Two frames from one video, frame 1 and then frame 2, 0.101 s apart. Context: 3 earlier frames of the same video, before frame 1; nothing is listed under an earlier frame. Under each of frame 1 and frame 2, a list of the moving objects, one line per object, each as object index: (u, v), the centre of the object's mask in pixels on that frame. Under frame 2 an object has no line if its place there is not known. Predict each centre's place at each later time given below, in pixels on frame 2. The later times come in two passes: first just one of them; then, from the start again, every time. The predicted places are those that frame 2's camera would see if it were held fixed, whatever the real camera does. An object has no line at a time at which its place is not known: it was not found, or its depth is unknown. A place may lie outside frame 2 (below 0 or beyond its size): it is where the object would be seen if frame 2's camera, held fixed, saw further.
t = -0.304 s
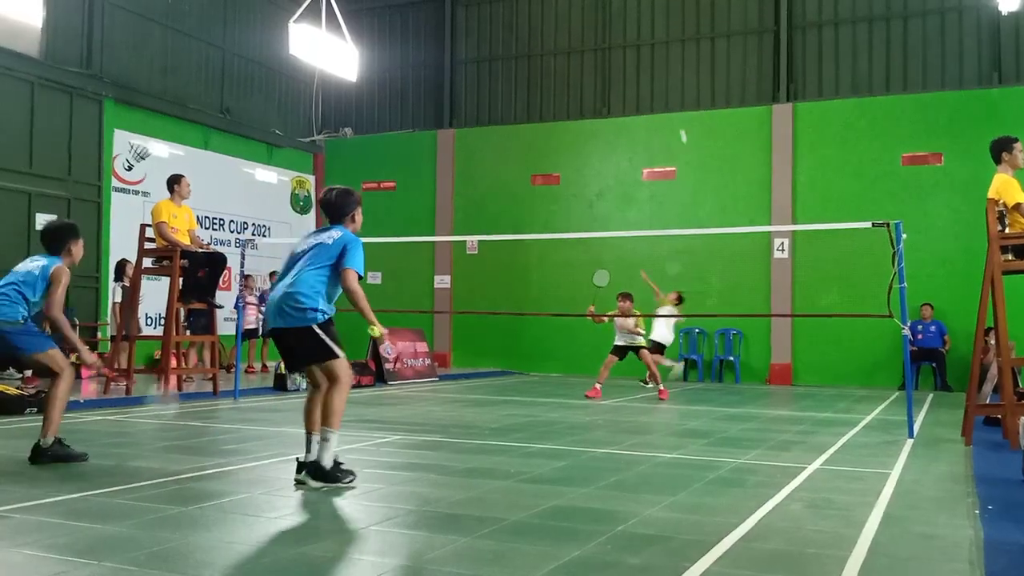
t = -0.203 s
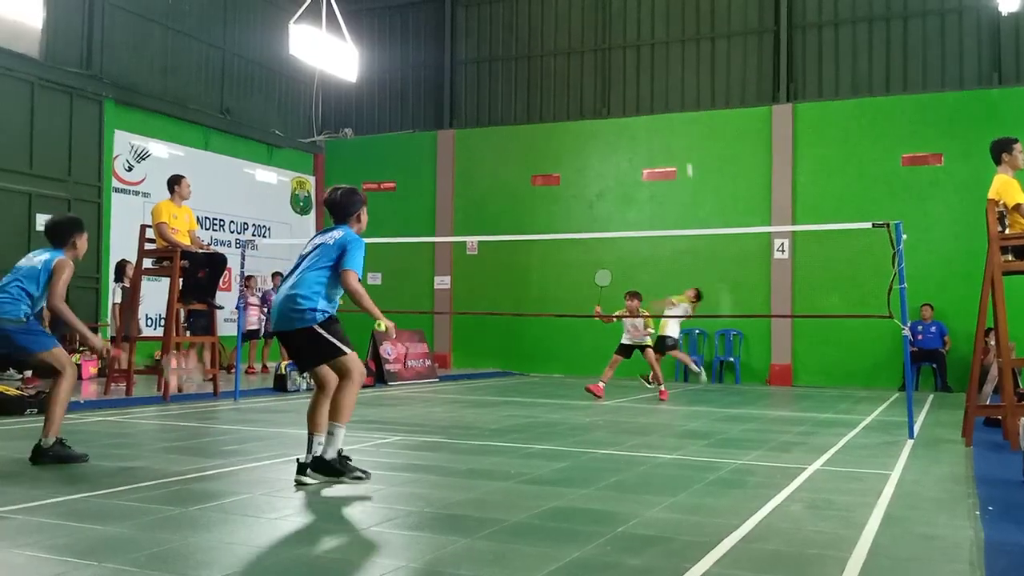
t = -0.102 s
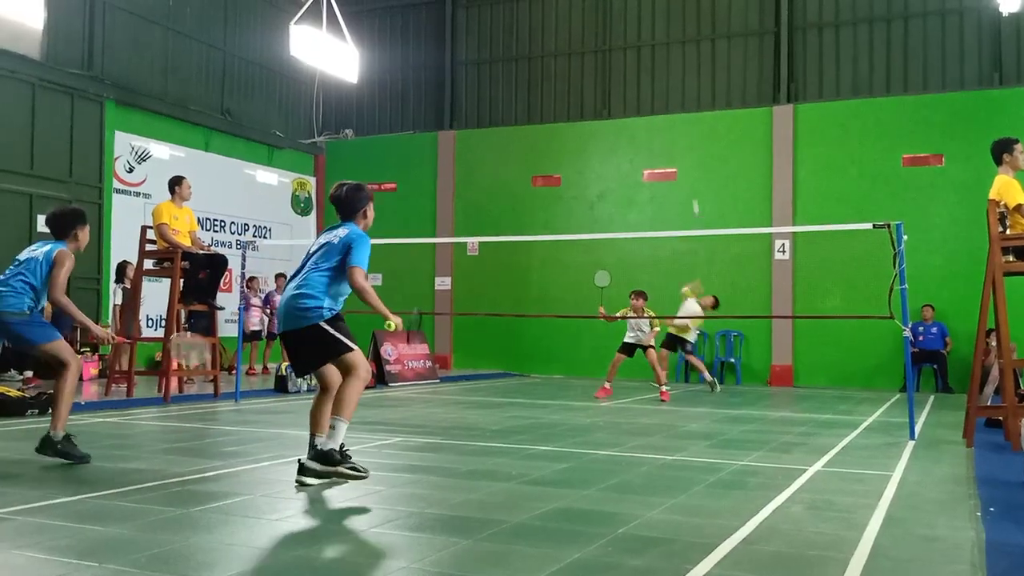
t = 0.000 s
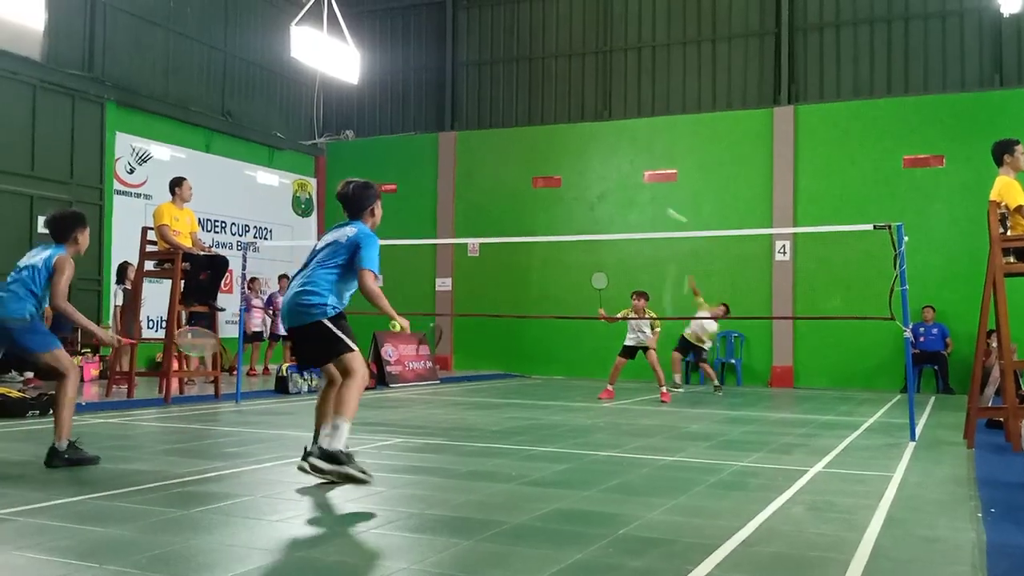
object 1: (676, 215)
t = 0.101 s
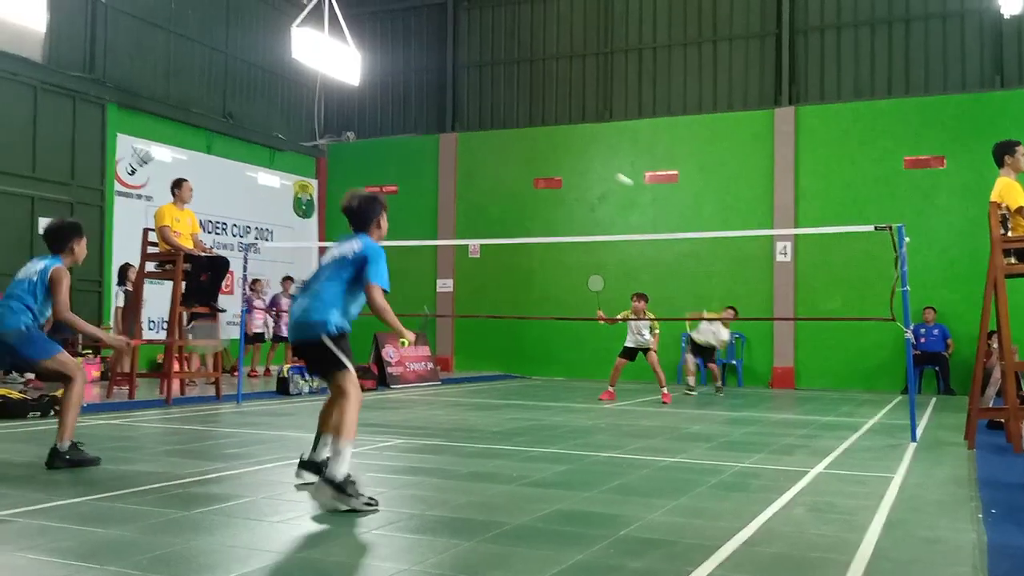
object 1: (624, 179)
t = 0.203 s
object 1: (576, 157)
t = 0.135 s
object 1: (608, 171)
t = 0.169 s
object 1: (592, 163)
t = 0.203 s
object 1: (576, 157)
